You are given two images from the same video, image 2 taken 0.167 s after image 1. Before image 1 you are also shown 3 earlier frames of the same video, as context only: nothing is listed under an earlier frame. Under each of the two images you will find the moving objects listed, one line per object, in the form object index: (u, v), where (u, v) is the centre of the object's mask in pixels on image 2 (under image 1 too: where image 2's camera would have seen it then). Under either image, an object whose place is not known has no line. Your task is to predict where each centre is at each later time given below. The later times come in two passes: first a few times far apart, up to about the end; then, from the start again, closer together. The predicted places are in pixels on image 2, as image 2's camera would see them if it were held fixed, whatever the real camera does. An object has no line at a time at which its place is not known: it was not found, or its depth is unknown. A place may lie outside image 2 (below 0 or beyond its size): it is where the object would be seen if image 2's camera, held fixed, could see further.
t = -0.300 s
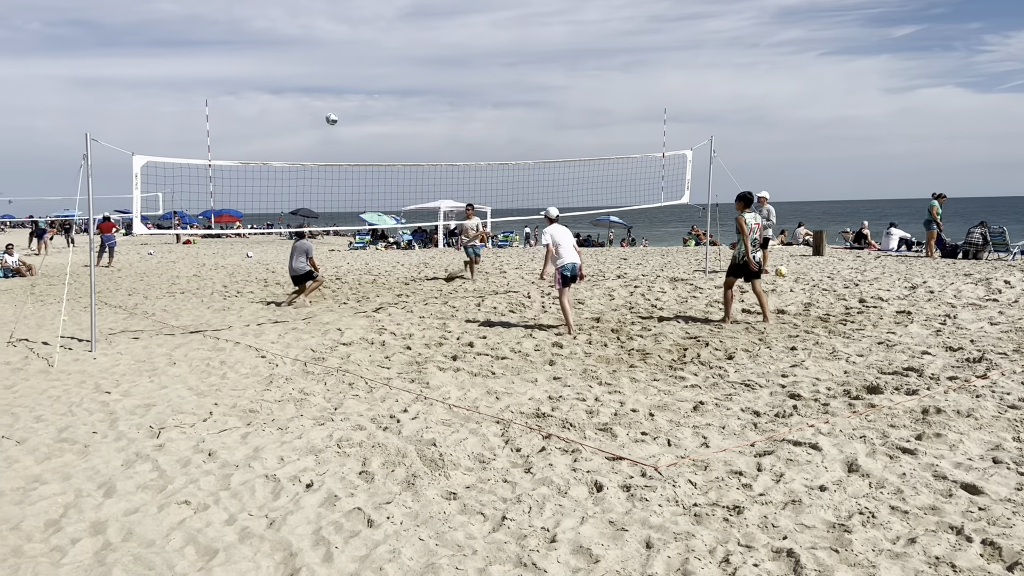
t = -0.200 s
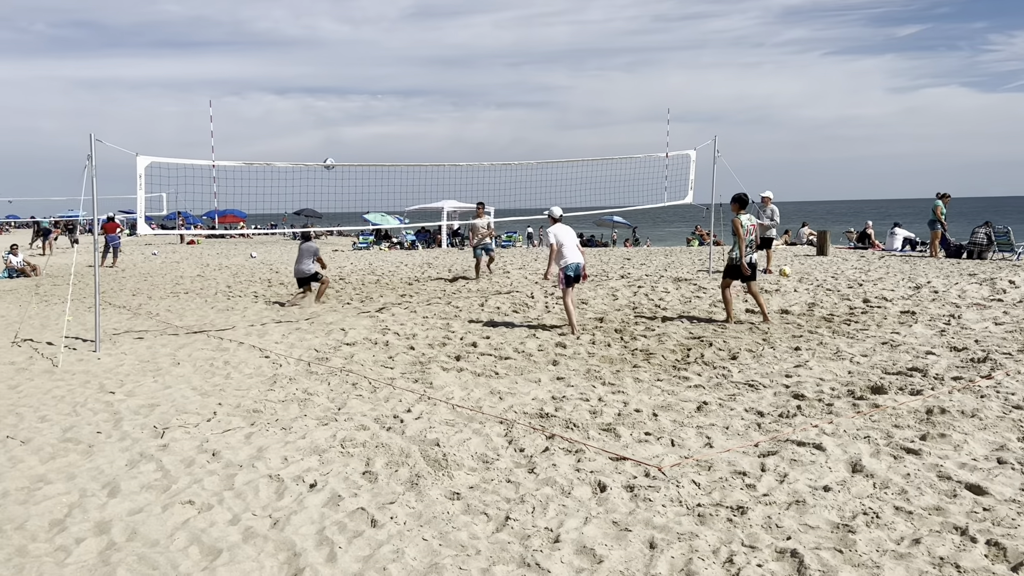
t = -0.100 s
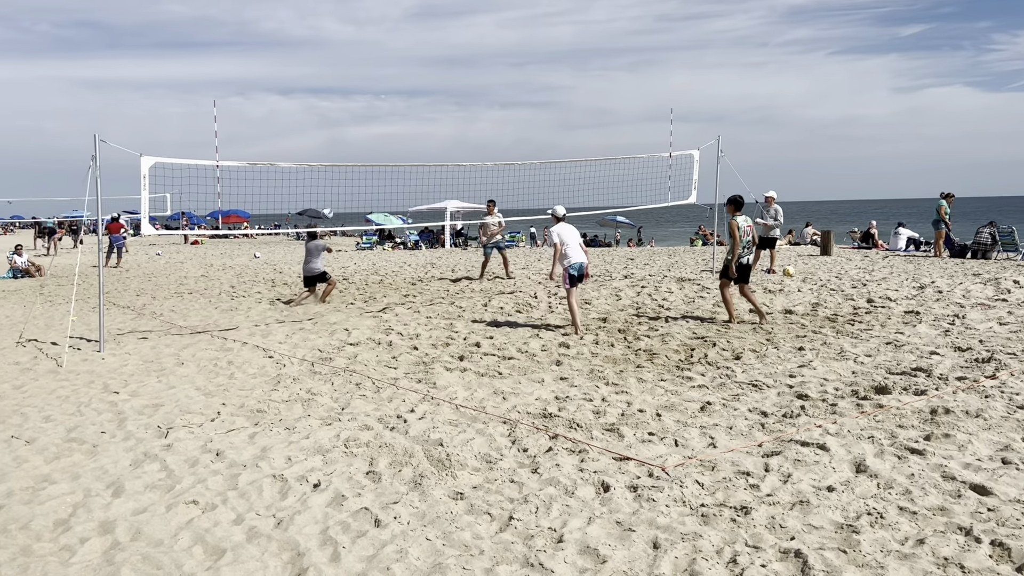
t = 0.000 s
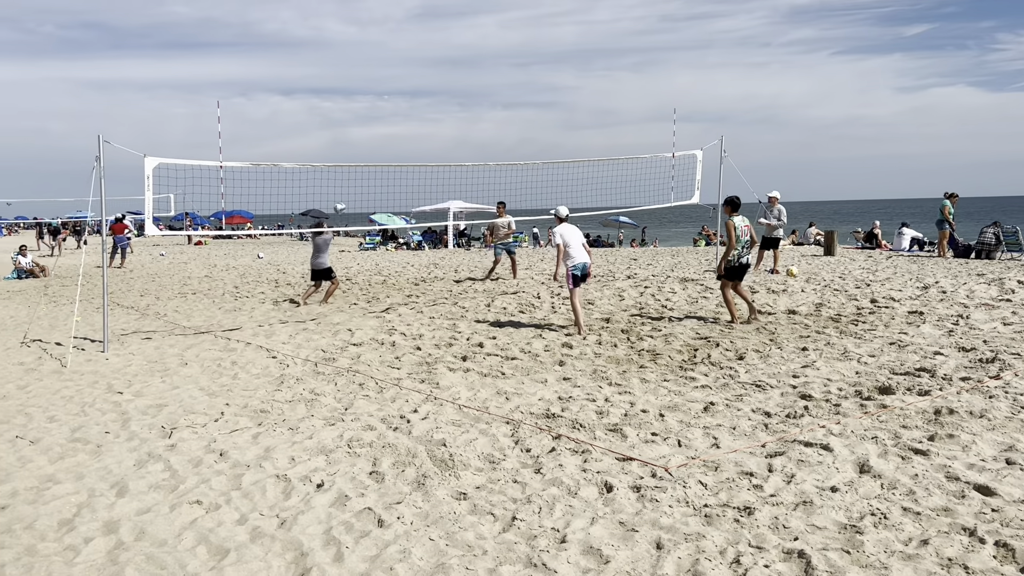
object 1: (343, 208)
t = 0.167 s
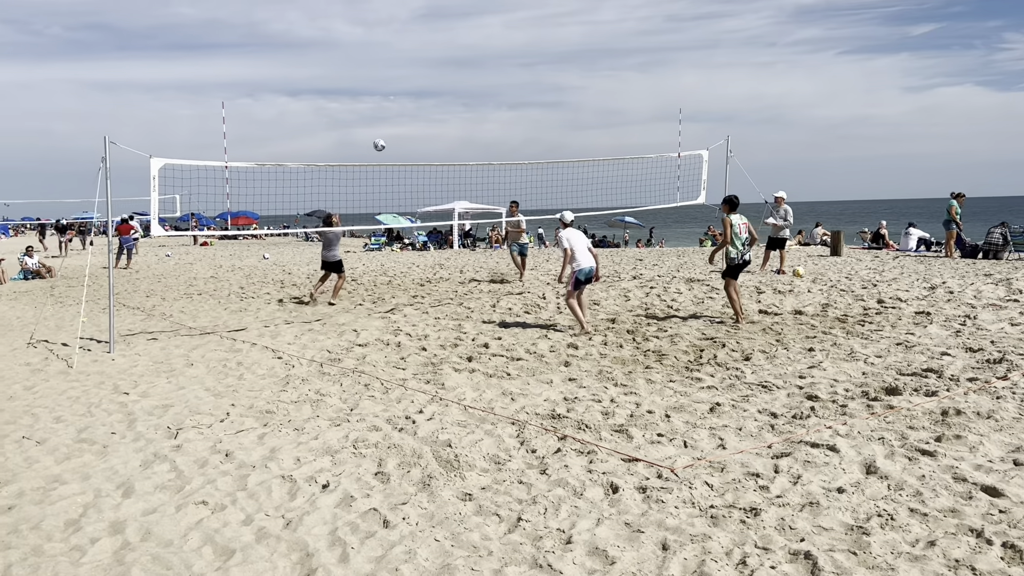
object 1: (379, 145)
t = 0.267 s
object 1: (400, 114)
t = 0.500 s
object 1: (451, 66)
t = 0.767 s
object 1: (506, 49)
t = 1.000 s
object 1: (553, 69)
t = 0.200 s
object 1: (386, 134)
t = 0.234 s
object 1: (393, 124)
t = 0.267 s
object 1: (400, 114)
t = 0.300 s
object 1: (408, 105)
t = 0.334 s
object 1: (415, 97)
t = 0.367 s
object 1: (422, 89)
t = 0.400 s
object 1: (429, 82)
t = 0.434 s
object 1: (437, 76)
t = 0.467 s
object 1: (444, 71)
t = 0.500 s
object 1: (451, 66)
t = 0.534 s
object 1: (458, 61)
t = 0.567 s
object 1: (465, 58)
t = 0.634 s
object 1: (479, 52)
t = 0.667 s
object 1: (486, 50)
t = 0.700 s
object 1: (492, 49)
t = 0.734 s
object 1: (499, 49)
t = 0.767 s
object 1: (506, 49)
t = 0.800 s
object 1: (513, 50)
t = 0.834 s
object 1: (520, 51)
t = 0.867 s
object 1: (526, 54)
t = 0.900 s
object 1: (533, 57)
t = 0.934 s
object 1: (540, 60)
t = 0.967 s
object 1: (546, 64)
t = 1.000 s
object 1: (553, 69)
